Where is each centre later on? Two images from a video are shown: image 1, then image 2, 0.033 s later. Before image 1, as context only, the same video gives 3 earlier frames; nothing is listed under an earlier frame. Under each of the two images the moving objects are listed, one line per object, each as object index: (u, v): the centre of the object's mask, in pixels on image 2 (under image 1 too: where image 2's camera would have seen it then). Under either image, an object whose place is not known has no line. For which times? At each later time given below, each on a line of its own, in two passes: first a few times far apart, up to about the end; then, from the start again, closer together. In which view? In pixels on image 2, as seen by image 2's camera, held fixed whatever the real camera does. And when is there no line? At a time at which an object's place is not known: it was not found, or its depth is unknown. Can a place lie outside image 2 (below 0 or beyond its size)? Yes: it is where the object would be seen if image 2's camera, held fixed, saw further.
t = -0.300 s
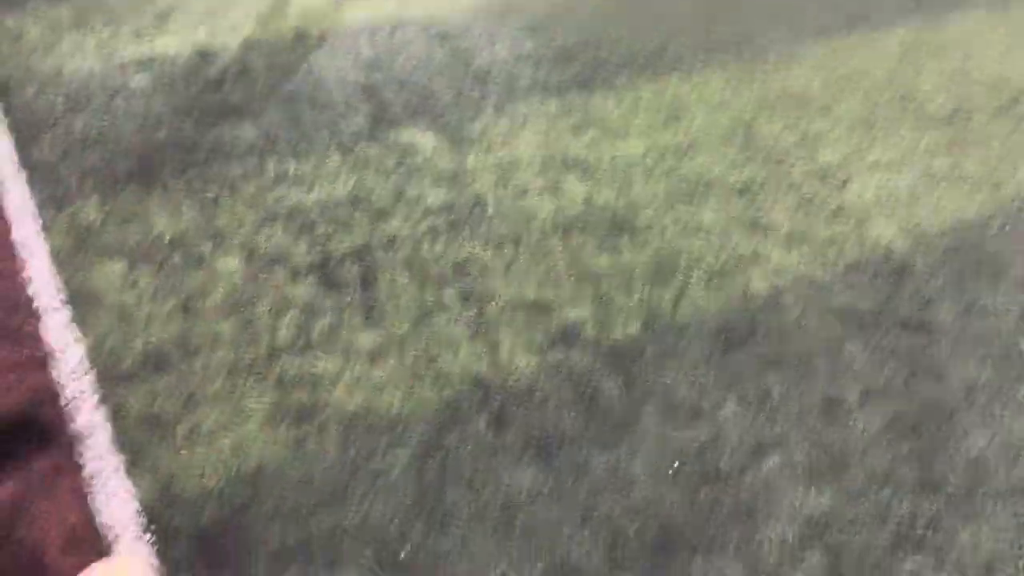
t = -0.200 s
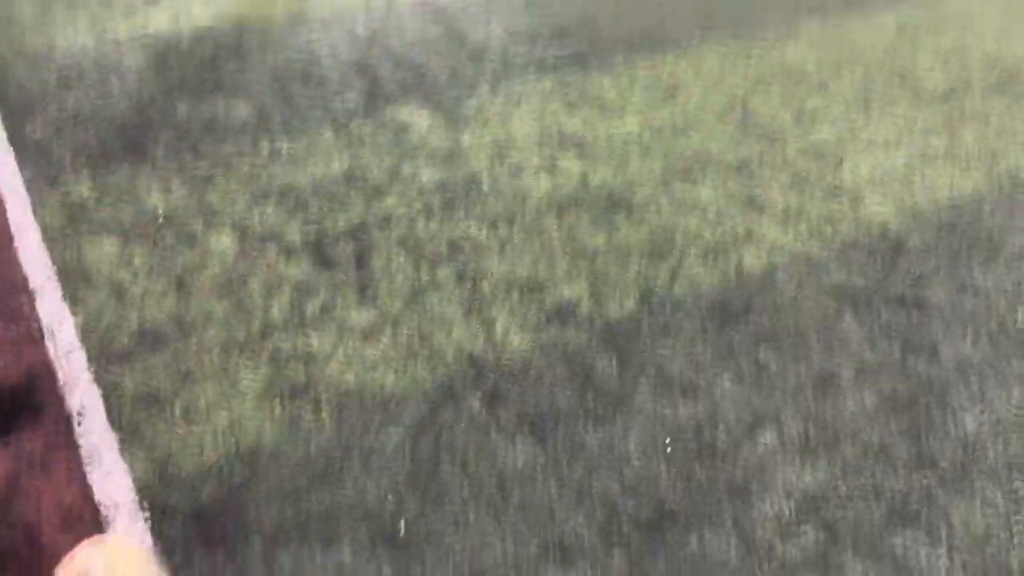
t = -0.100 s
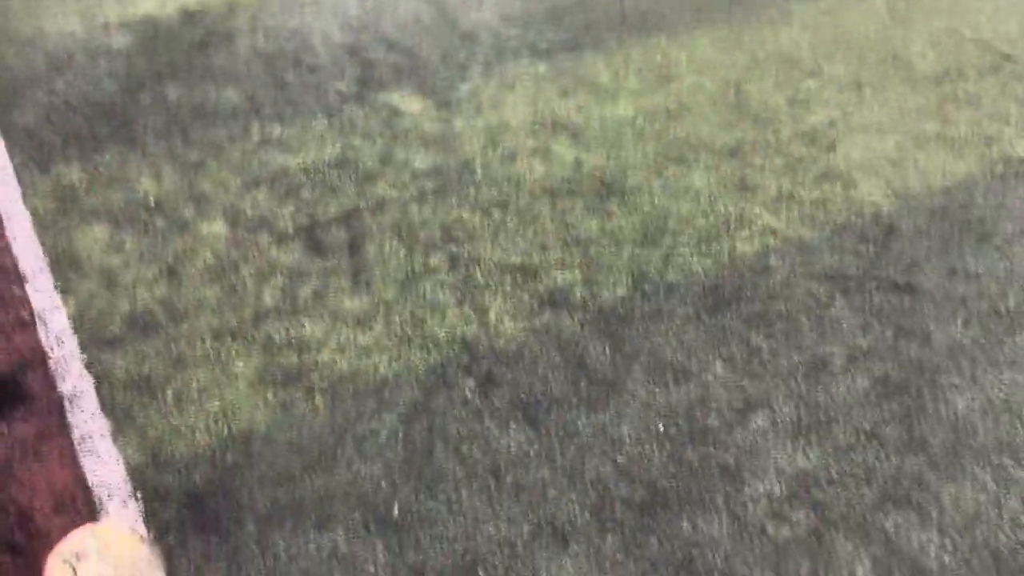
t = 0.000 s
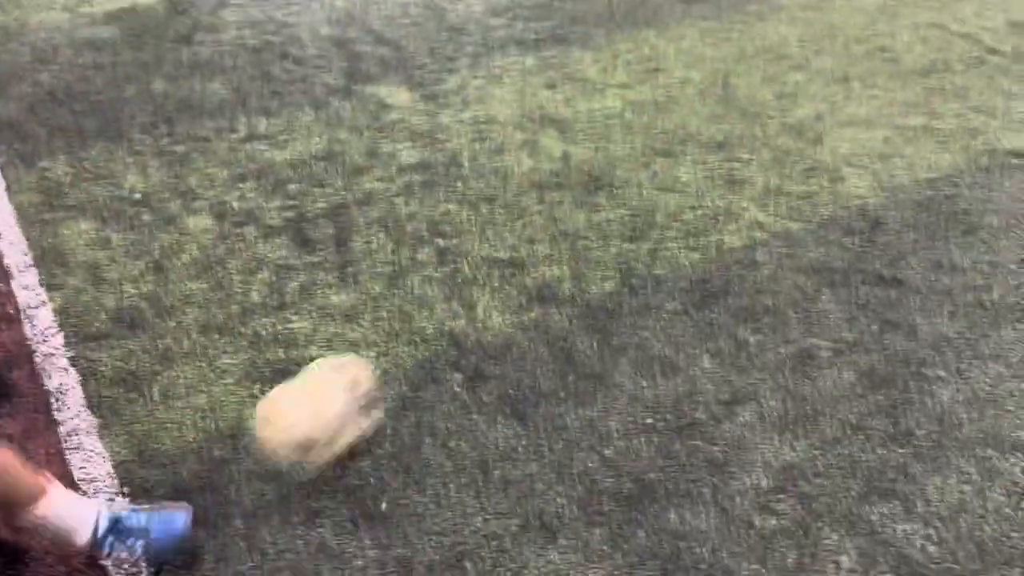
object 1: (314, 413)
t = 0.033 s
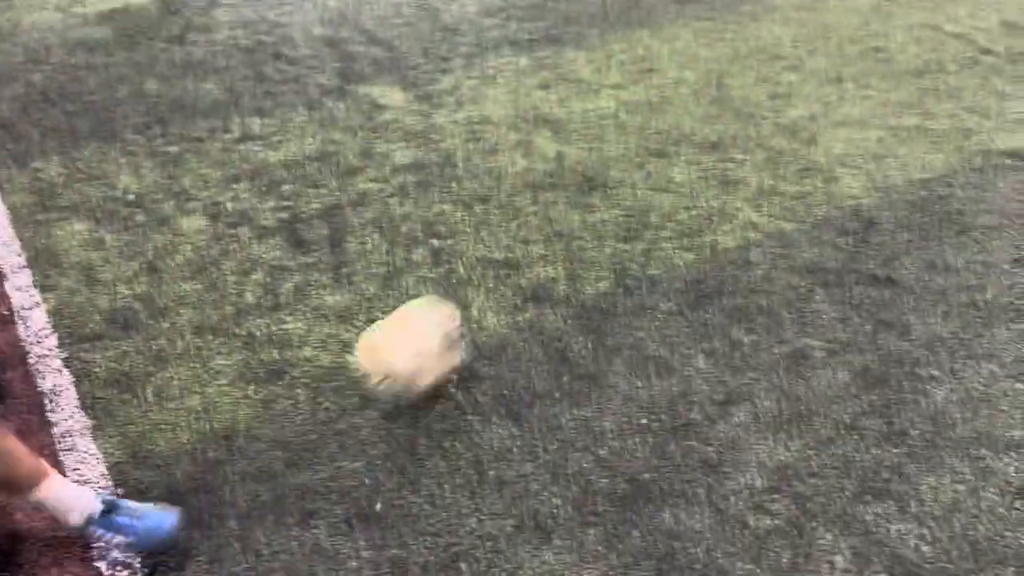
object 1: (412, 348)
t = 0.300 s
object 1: (852, 75)
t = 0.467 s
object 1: (958, 4)
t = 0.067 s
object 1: (499, 293)
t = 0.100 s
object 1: (585, 242)
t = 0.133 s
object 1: (641, 212)
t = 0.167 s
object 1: (693, 178)
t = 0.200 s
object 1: (743, 139)
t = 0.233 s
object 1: (780, 114)
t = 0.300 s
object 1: (852, 75)
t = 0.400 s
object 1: (915, 27)
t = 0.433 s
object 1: (933, 18)
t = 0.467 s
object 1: (958, 4)
